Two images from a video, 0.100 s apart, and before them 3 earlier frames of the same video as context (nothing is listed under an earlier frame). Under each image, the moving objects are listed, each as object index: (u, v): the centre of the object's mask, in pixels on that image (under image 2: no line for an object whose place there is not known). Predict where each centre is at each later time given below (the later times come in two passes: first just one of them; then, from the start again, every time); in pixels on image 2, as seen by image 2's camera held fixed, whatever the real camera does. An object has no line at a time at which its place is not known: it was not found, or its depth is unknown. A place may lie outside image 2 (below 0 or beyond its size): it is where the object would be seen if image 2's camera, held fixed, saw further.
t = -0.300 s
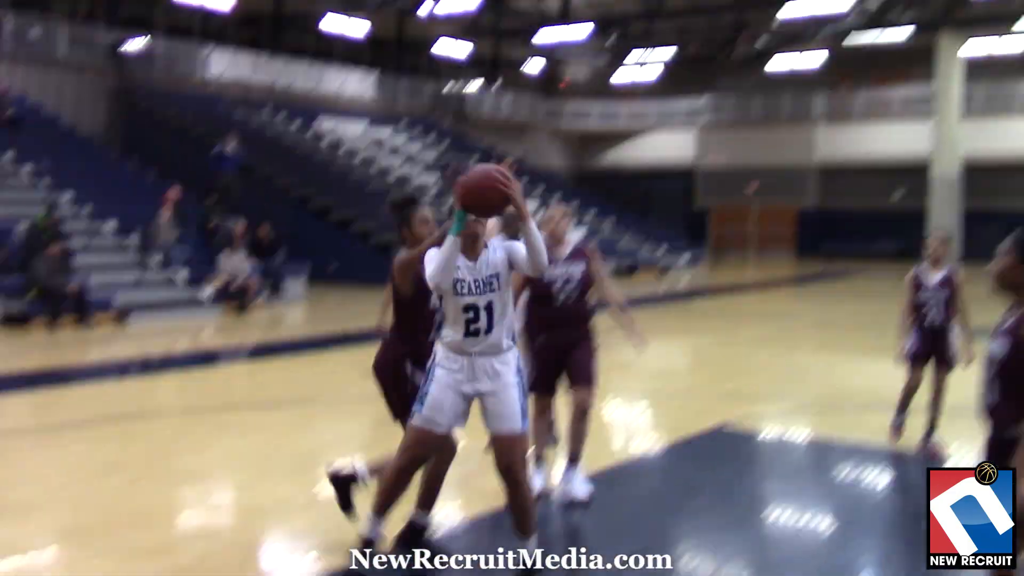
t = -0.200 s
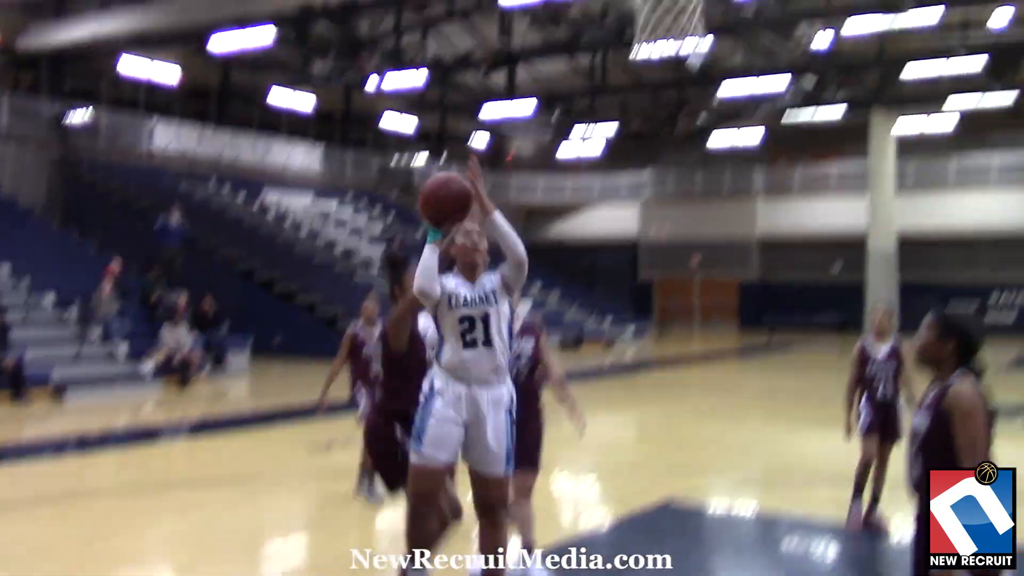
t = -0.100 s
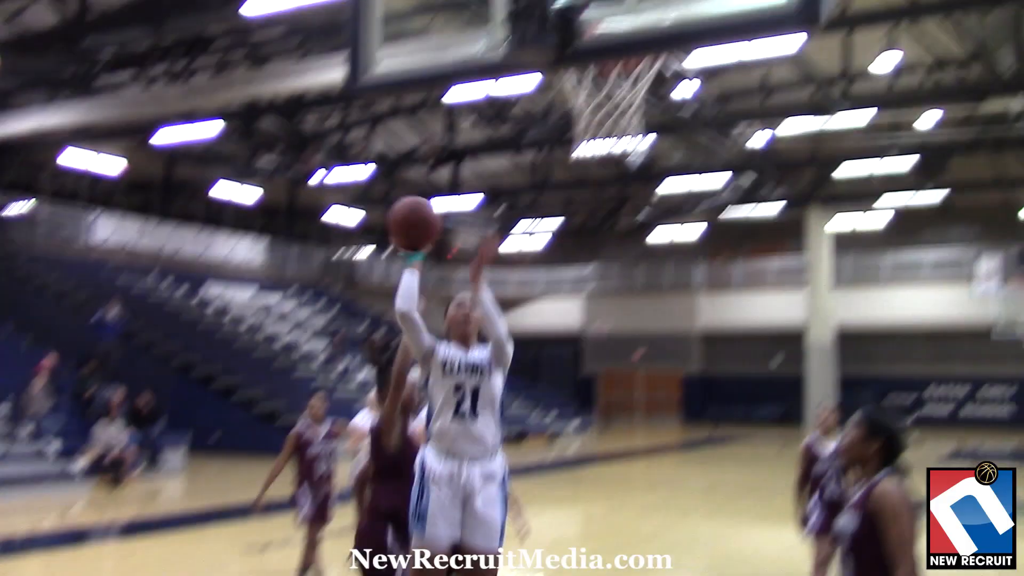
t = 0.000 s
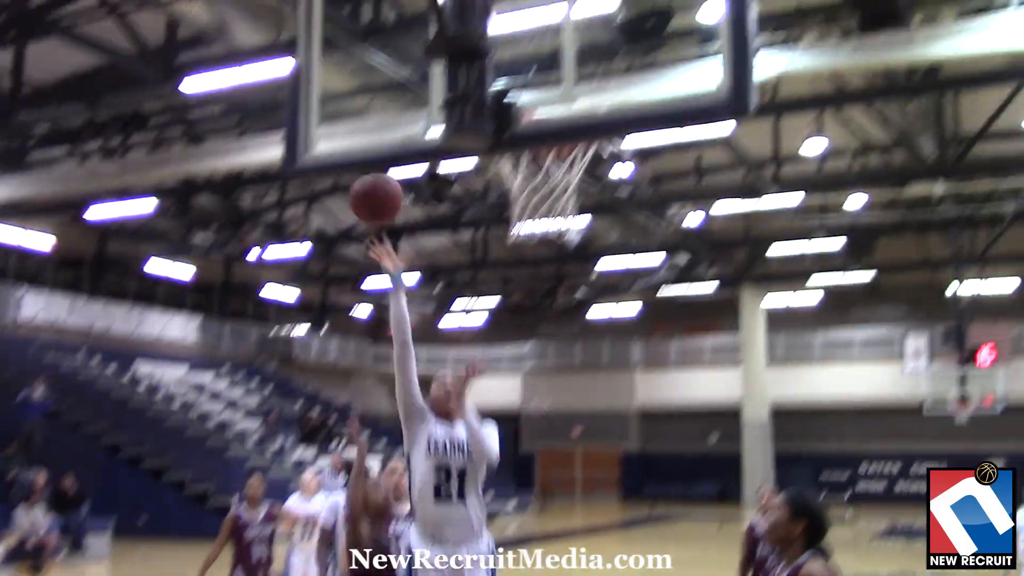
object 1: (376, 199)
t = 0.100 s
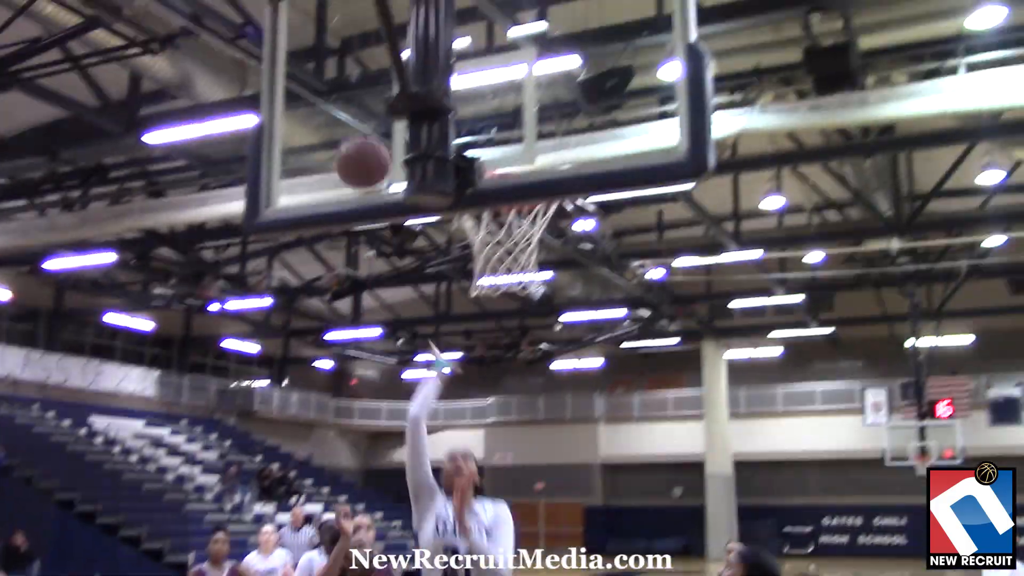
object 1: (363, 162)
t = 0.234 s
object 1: (384, 82)
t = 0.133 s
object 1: (371, 138)
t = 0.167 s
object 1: (375, 112)
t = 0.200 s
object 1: (379, 90)
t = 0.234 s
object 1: (384, 82)
